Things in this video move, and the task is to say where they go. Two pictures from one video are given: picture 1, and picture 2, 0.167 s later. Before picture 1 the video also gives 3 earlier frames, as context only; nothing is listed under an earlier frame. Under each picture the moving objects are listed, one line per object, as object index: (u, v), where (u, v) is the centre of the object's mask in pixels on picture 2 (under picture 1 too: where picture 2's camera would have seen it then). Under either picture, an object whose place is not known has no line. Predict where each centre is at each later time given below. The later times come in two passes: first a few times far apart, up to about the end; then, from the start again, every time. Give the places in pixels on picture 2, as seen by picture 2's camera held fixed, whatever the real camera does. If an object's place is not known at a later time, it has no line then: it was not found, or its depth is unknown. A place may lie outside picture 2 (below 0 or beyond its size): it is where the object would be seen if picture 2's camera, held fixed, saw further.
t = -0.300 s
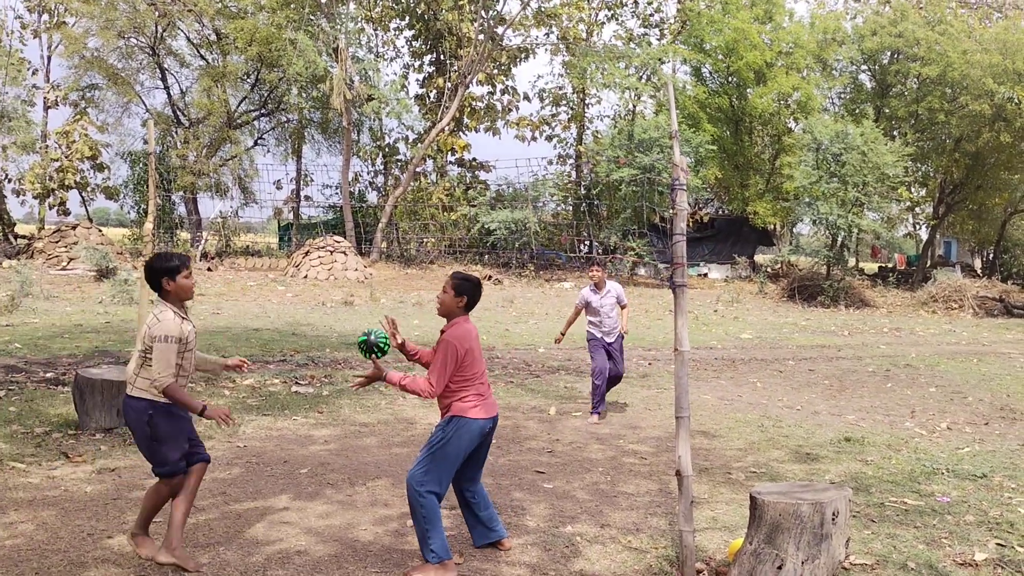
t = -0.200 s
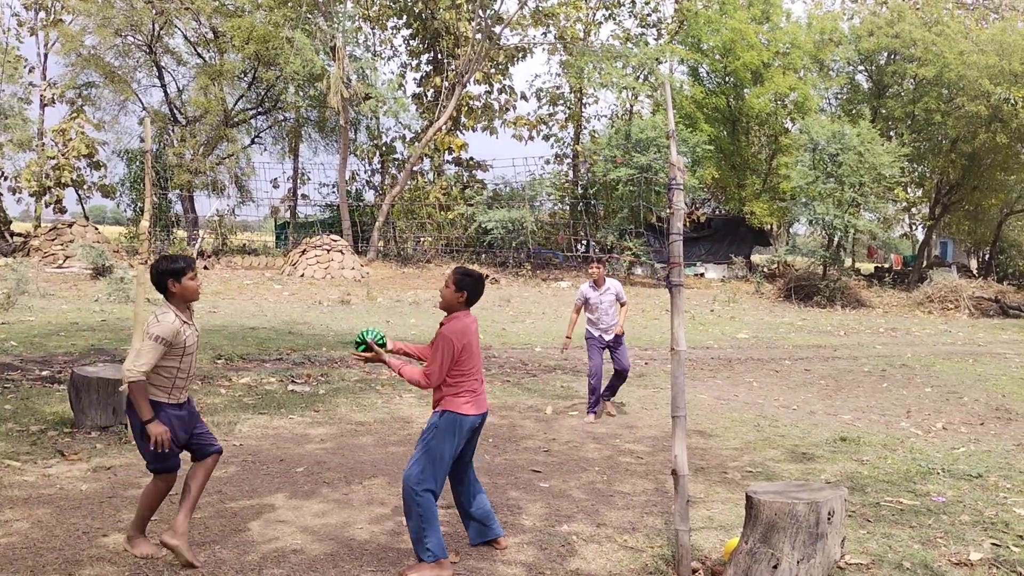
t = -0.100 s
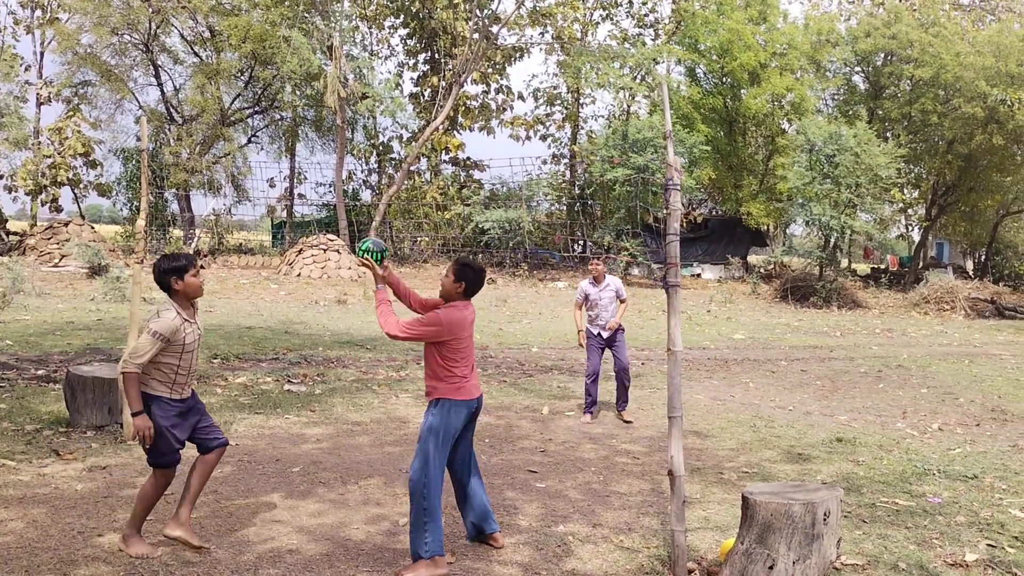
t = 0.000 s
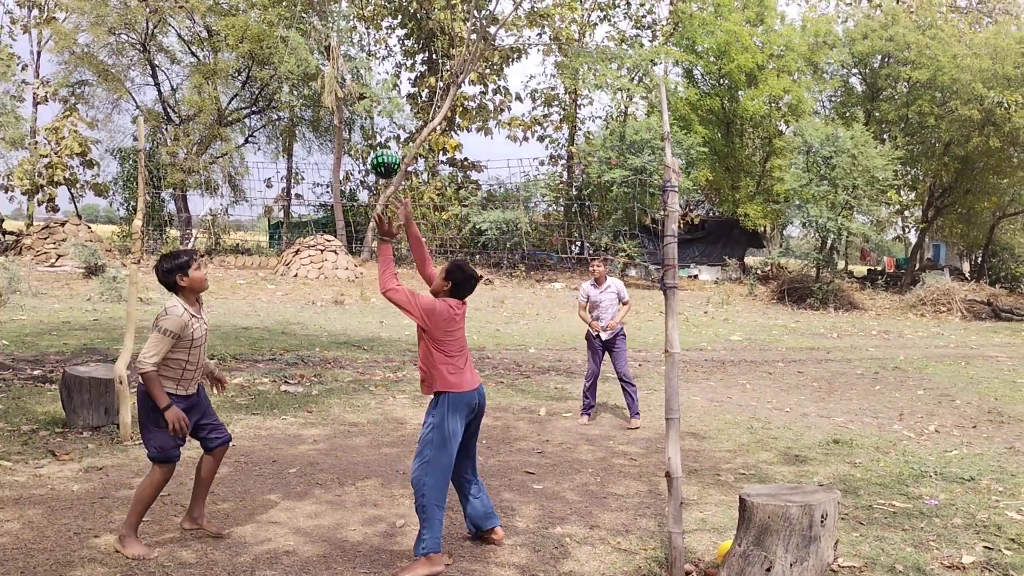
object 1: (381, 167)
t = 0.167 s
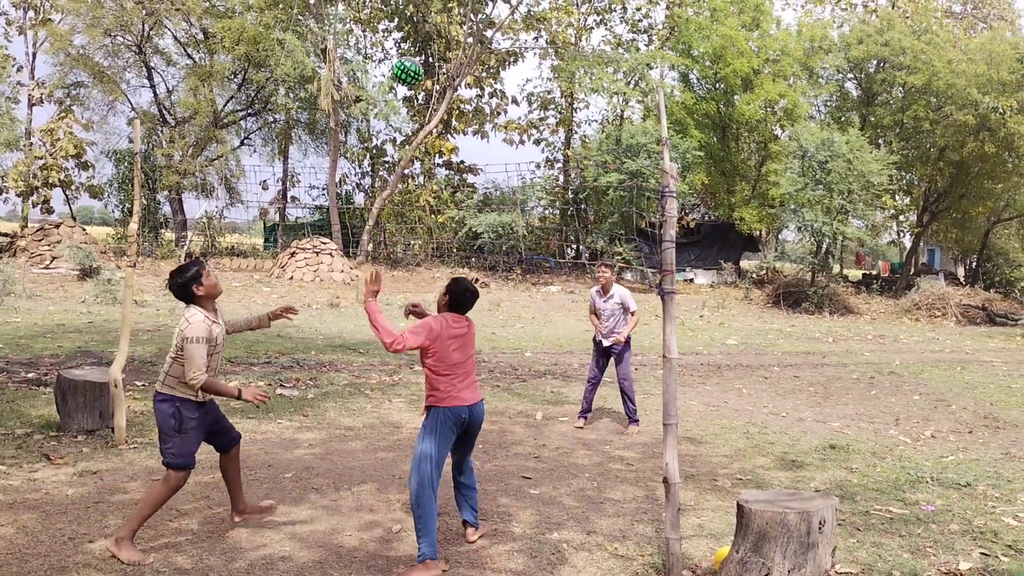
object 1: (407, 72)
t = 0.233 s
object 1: (417, 49)
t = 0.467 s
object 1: (444, 40)
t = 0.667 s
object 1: (462, 102)
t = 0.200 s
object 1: (413, 60)
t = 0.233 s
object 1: (417, 49)
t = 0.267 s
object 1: (421, 42)
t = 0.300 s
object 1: (425, 37)
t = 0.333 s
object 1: (428, 33)
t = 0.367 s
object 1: (432, 32)
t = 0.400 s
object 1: (436, 32)
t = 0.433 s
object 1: (440, 35)
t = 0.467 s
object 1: (444, 40)
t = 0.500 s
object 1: (447, 46)
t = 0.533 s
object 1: (450, 54)
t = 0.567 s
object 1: (453, 64)
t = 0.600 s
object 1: (456, 75)
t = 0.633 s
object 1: (459, 88)
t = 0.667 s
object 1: (462, 102)
